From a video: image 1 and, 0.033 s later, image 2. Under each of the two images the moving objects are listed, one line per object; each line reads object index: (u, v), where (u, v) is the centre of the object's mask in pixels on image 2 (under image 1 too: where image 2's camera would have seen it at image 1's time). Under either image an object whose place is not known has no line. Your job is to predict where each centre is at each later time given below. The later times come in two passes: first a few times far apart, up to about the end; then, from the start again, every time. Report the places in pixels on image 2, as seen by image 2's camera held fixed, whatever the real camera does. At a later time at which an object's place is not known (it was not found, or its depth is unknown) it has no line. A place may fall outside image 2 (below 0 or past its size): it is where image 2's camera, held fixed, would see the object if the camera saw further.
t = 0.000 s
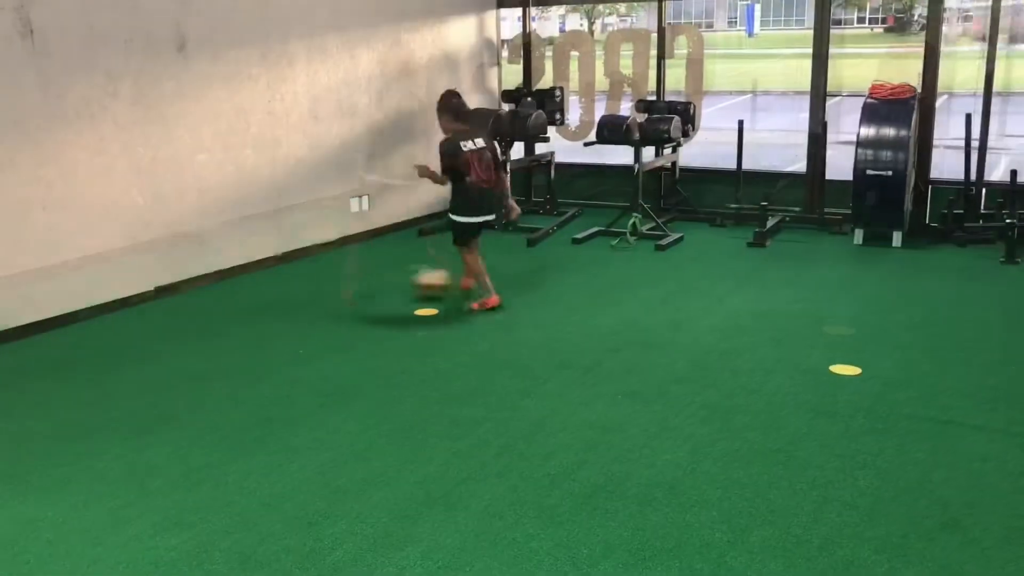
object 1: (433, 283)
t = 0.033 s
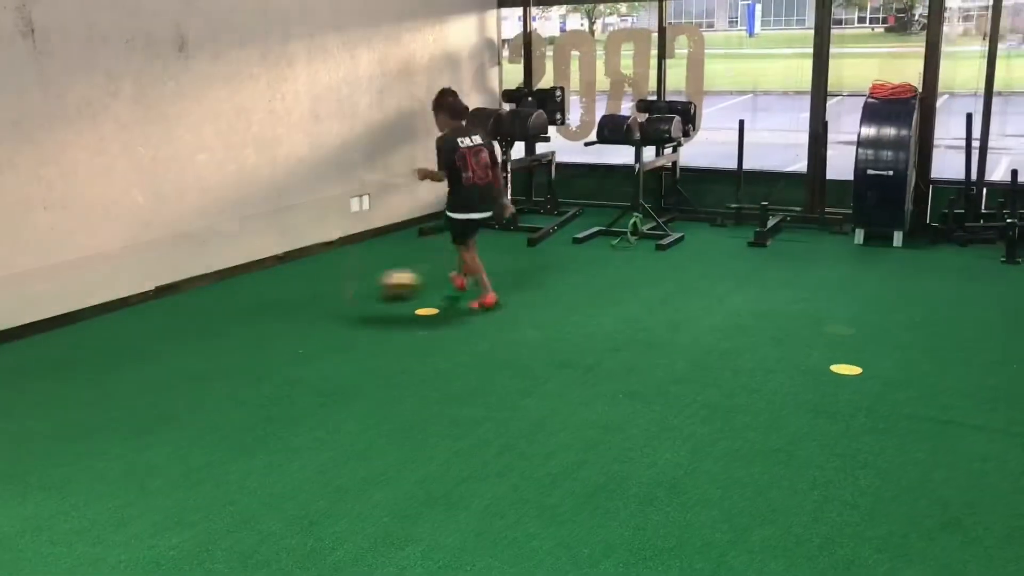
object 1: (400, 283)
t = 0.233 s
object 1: (229, 282)
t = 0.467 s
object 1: (210, 283)
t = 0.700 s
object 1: (253, 306)
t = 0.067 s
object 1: (370, 283)
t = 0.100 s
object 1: (340, 282)
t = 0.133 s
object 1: (310, 283)
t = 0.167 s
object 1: (283, 282)
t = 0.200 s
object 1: (256, 282)
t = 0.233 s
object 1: (229, 282)
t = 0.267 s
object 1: (205, 282)
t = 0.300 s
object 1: (180, 283)
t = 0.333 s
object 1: (181, 280)
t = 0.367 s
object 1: (188, 277)
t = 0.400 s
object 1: (195, 277)
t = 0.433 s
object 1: (201, 279)
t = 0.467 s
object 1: (210, 283)
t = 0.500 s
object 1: (217, 287)
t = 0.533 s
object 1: (226, 295)
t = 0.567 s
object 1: (234, 303)
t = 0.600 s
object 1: (241, 308)
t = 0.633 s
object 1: (244, 306)
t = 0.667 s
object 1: (249, 305)
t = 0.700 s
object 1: (253, 306)
